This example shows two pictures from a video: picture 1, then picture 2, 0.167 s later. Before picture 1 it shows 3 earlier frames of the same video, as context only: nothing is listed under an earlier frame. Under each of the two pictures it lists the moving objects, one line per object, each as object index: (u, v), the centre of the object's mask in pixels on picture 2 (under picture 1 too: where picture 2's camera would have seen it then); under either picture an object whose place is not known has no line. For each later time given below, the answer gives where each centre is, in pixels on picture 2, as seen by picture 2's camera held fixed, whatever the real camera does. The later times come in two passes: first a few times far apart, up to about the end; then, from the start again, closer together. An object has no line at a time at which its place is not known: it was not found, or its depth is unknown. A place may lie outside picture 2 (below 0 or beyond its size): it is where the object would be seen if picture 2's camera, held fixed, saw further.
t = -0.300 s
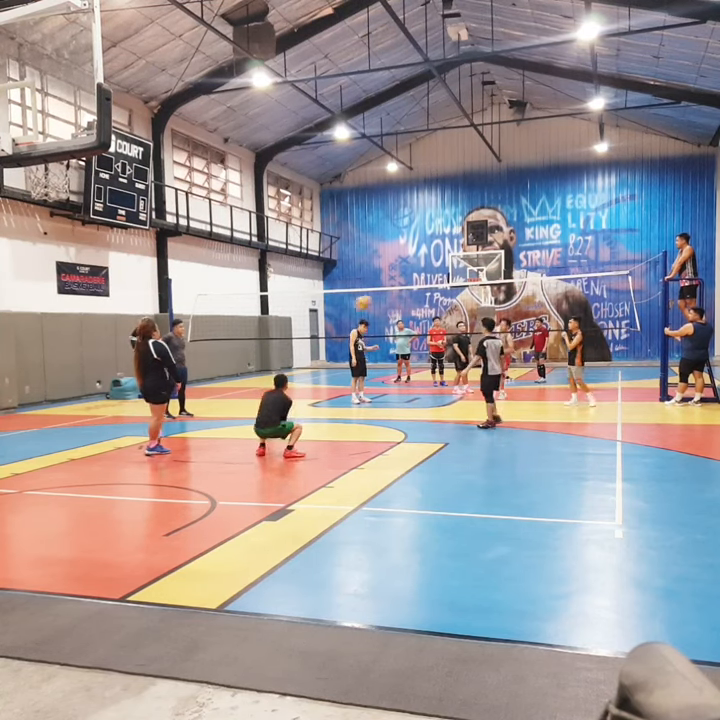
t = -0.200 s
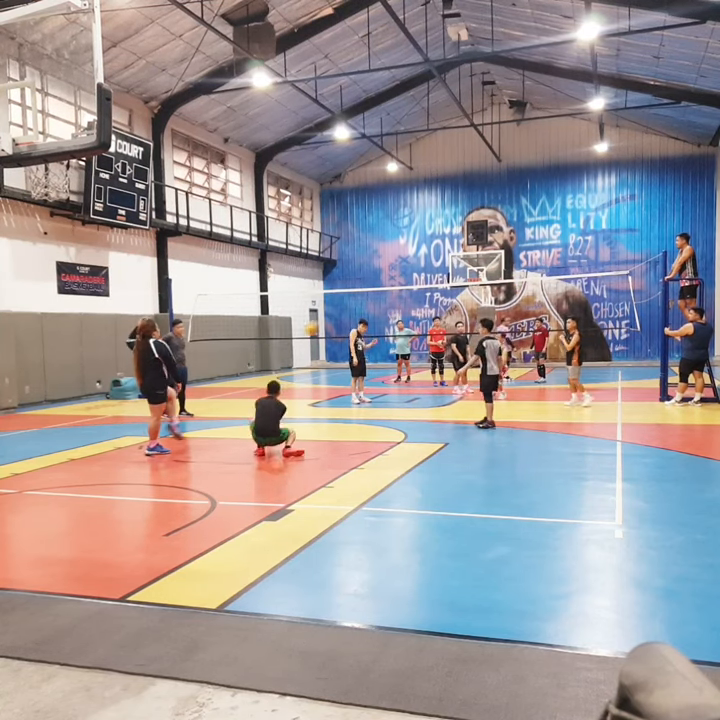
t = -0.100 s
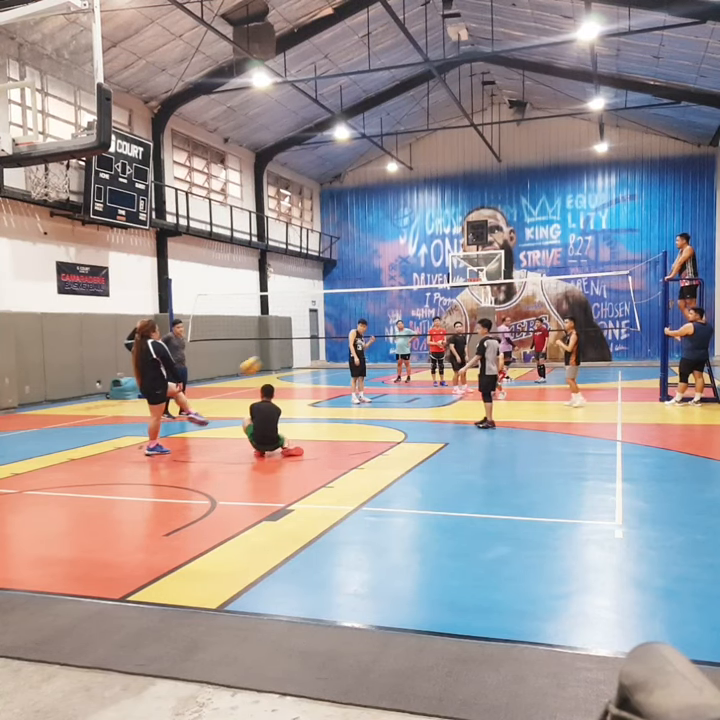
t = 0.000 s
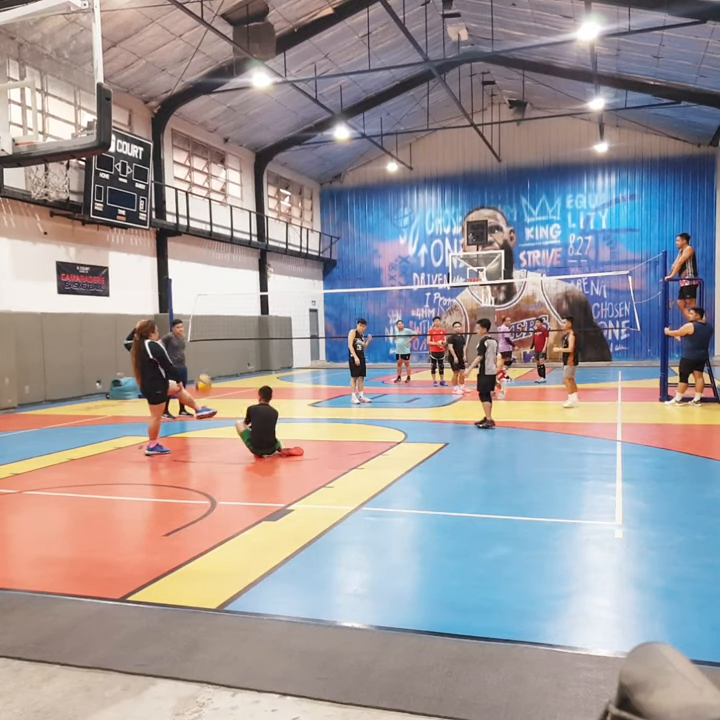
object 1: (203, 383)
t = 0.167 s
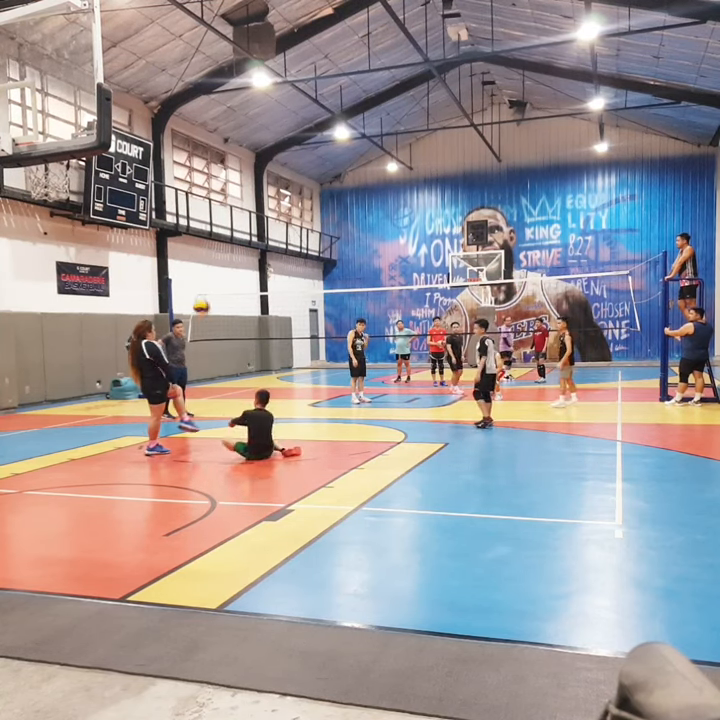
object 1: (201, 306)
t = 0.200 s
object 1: (201, 293)
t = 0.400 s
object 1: (196, 222)
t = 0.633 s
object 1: (193, 175)
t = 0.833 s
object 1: (187, 177)
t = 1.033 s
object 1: (187, 231)
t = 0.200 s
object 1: (201, 293)
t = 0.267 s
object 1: (199, 265)
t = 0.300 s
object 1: (199, 254)
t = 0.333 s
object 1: (199, 242)
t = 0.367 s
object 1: (197, 232)
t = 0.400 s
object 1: (196, 222)
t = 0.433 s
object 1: (197, 212)
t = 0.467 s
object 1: (195, 203)
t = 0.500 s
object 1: (194, 196)
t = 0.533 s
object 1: (195, 190)
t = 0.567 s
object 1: (194, 183)
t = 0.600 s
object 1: (192, 179)
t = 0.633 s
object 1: (193, 175)
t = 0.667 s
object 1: (192, 172)
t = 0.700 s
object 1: (191, 170)
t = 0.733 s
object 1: (190, 170)
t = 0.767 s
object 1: (190, 171)
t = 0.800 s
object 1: (188, 173)
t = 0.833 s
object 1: (187, 177)
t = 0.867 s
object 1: (188, 182)
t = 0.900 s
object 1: (187, 188)
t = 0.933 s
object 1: (187, 196)
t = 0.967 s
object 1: (186, 206)
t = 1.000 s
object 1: (186, 219)
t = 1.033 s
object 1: (187, 231)
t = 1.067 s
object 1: (186, 245)
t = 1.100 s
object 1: (186, 263)
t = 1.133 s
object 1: (186, 283)
